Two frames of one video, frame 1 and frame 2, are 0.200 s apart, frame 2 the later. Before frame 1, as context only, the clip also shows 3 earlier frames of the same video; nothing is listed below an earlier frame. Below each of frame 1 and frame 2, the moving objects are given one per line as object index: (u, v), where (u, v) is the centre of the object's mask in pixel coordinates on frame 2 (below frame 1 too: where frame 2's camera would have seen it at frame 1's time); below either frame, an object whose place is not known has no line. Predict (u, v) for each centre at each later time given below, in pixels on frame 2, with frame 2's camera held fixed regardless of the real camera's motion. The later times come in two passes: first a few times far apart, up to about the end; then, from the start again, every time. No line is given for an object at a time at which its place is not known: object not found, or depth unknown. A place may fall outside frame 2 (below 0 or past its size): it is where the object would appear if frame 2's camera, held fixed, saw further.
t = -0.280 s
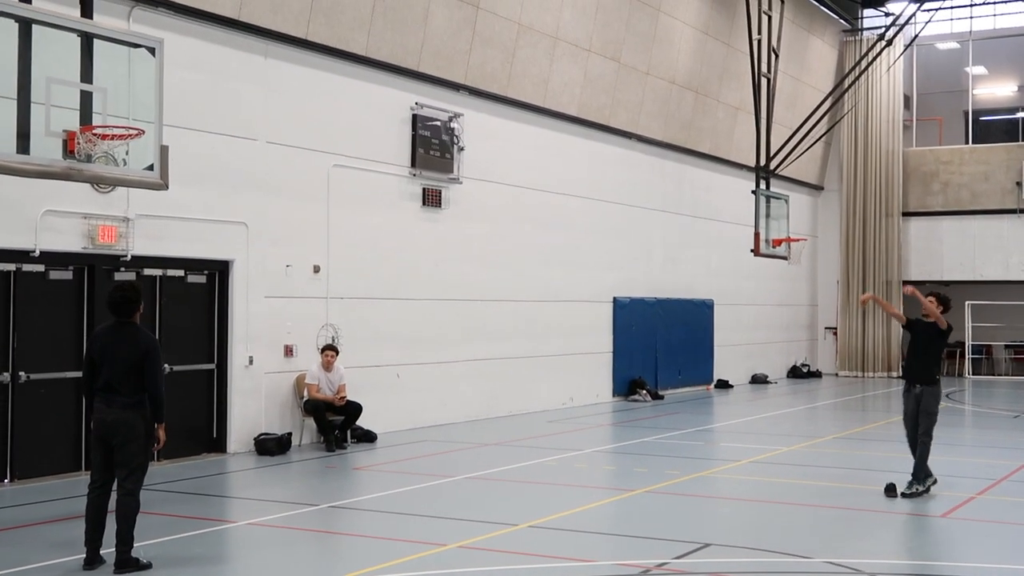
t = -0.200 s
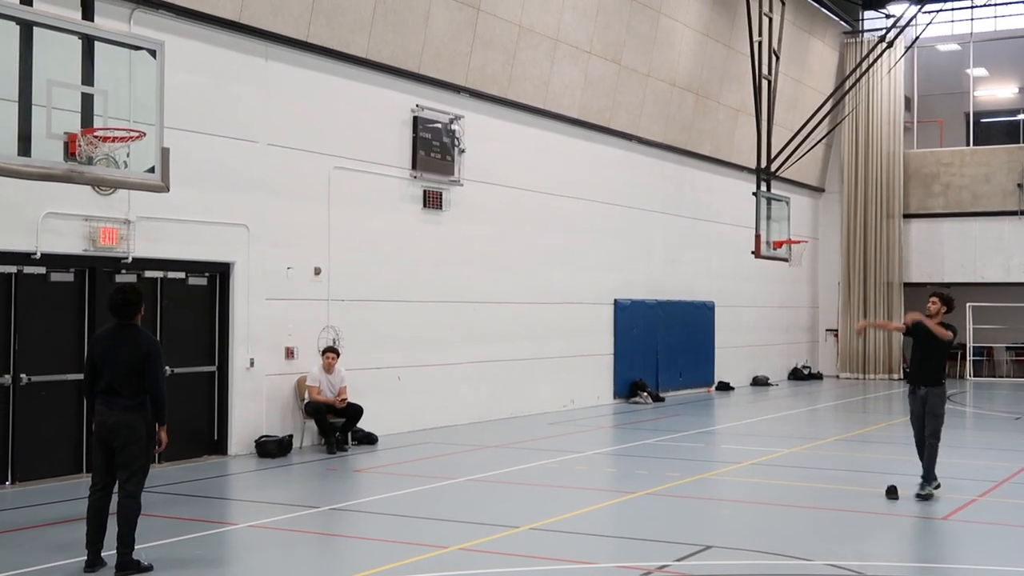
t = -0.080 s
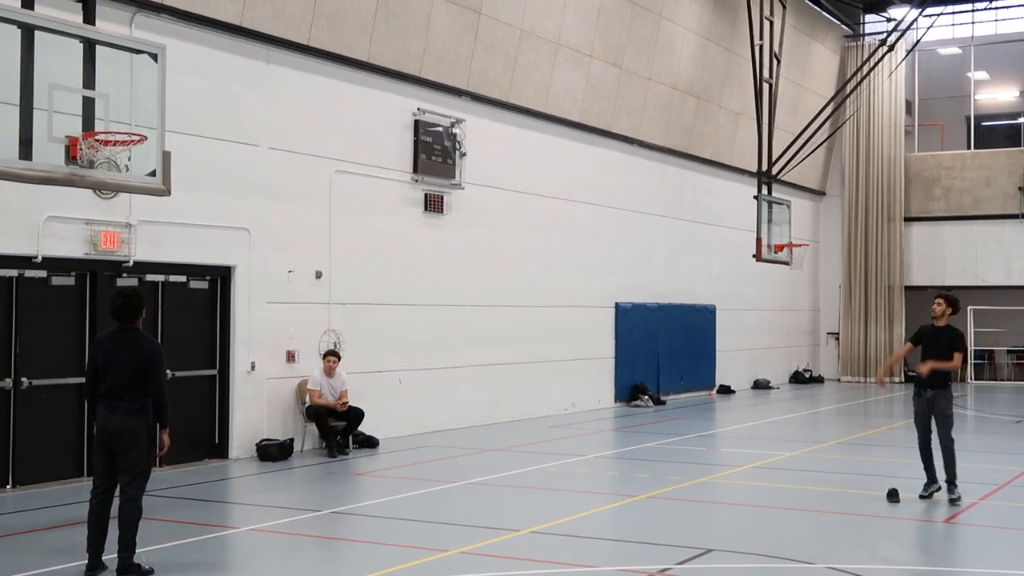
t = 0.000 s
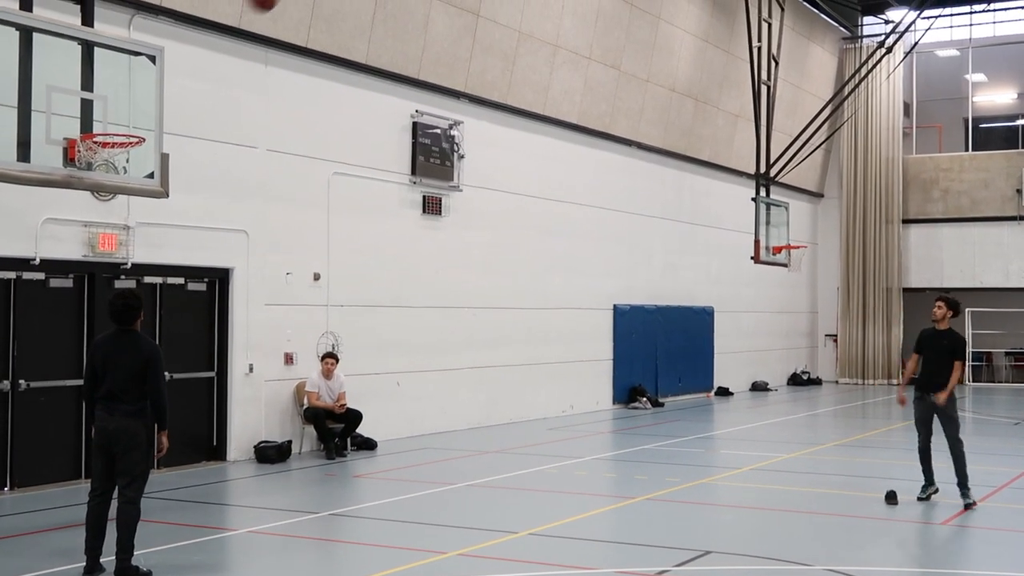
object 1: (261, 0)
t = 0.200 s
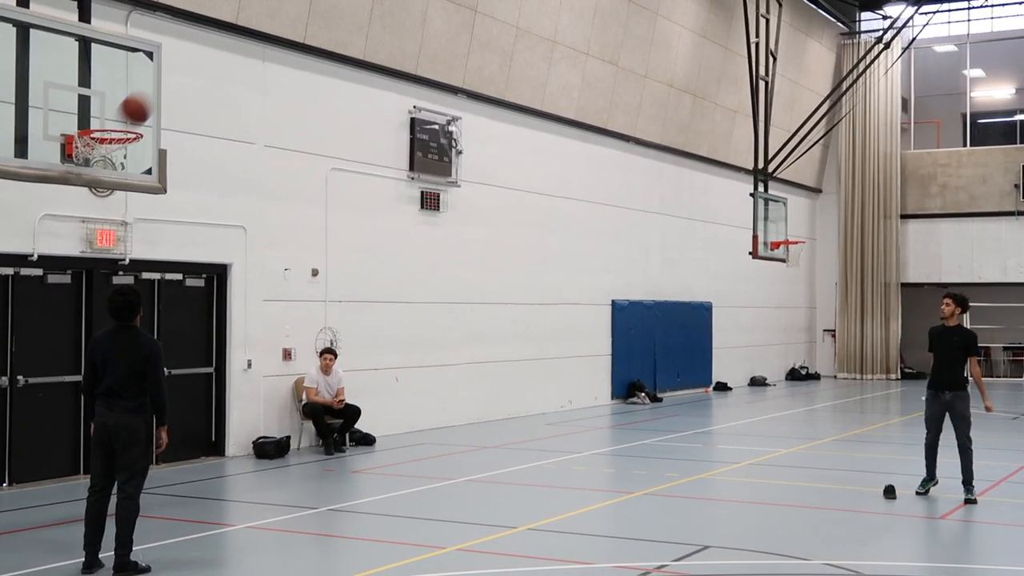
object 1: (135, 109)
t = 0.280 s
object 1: (96, 134)
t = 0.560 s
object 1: (92, 155)
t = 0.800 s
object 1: (96, 211)
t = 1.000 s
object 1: (99, 312)
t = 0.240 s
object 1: (112, 123)
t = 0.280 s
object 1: (96, 134)
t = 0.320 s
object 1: (106, 135)
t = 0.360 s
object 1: (116, 136)
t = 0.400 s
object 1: (123, 137)
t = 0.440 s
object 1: (121, 140)
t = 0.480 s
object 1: (108, 145)
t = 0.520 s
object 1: (99, 147)
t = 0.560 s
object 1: (92, 155)
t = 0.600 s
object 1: (91, 165)
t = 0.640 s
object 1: (91, 171)
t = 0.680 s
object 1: (91, 180)
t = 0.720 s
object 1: (94, 188)
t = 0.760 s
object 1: (95, 198)
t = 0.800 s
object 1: (96, 211)
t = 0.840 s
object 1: (97, 227)
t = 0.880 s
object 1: (99, 245)
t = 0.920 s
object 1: (100, 266)
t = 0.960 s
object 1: (101, 286)
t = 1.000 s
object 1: (99, 312)
